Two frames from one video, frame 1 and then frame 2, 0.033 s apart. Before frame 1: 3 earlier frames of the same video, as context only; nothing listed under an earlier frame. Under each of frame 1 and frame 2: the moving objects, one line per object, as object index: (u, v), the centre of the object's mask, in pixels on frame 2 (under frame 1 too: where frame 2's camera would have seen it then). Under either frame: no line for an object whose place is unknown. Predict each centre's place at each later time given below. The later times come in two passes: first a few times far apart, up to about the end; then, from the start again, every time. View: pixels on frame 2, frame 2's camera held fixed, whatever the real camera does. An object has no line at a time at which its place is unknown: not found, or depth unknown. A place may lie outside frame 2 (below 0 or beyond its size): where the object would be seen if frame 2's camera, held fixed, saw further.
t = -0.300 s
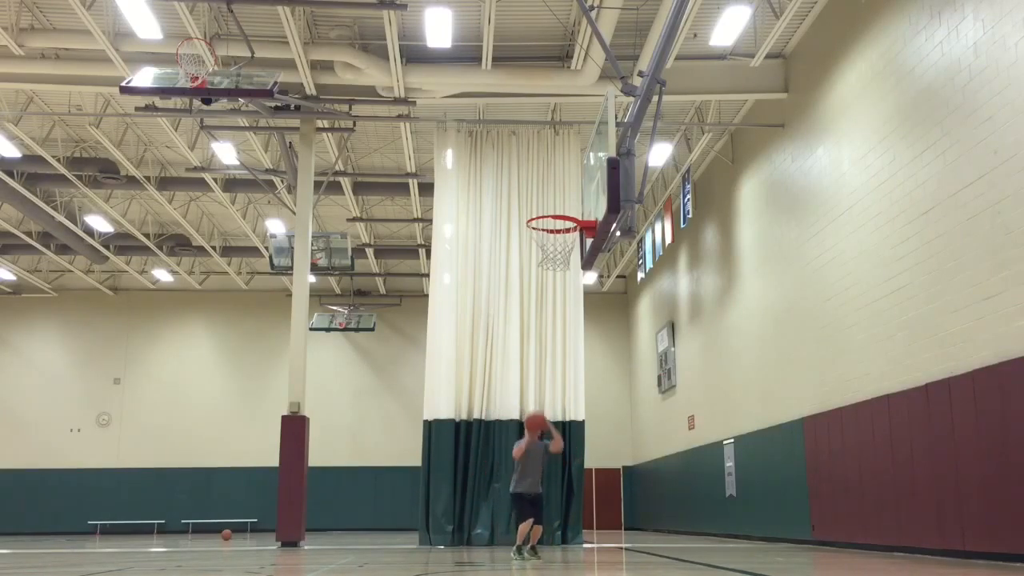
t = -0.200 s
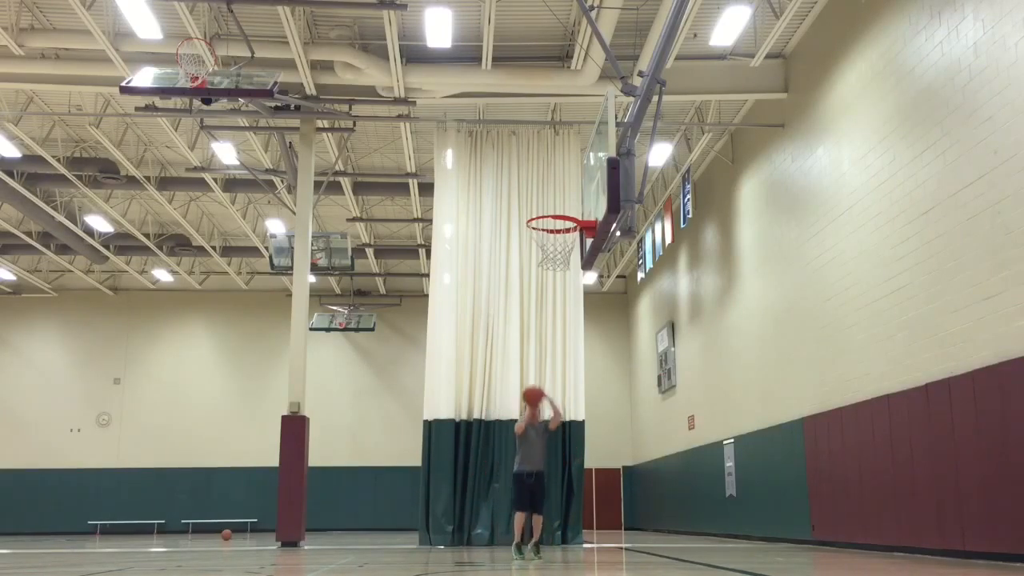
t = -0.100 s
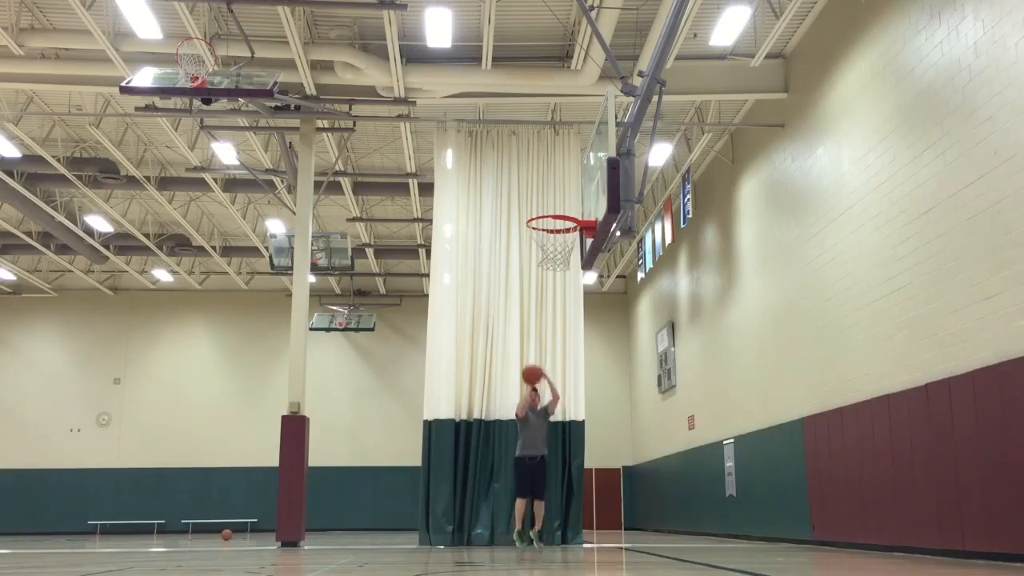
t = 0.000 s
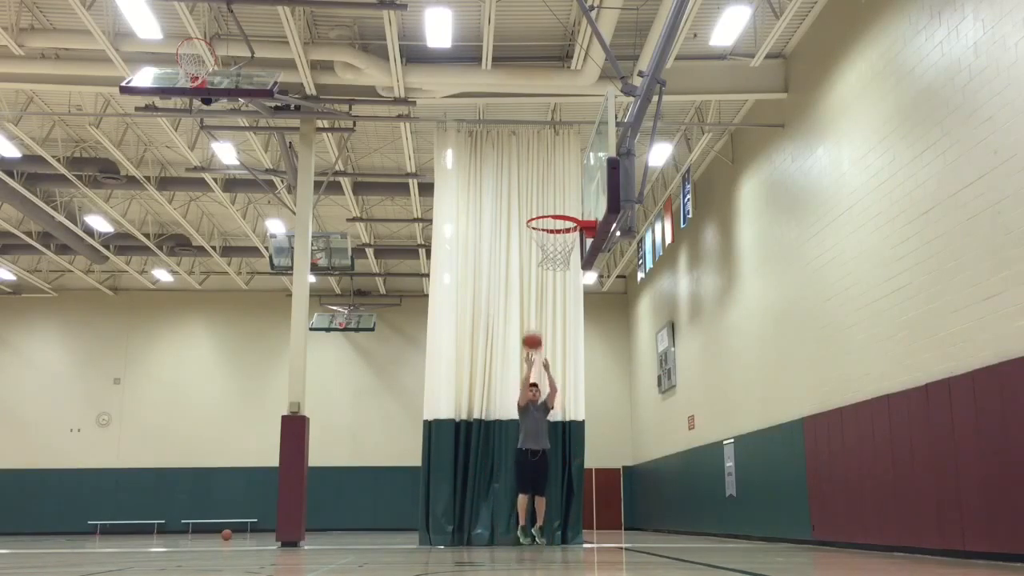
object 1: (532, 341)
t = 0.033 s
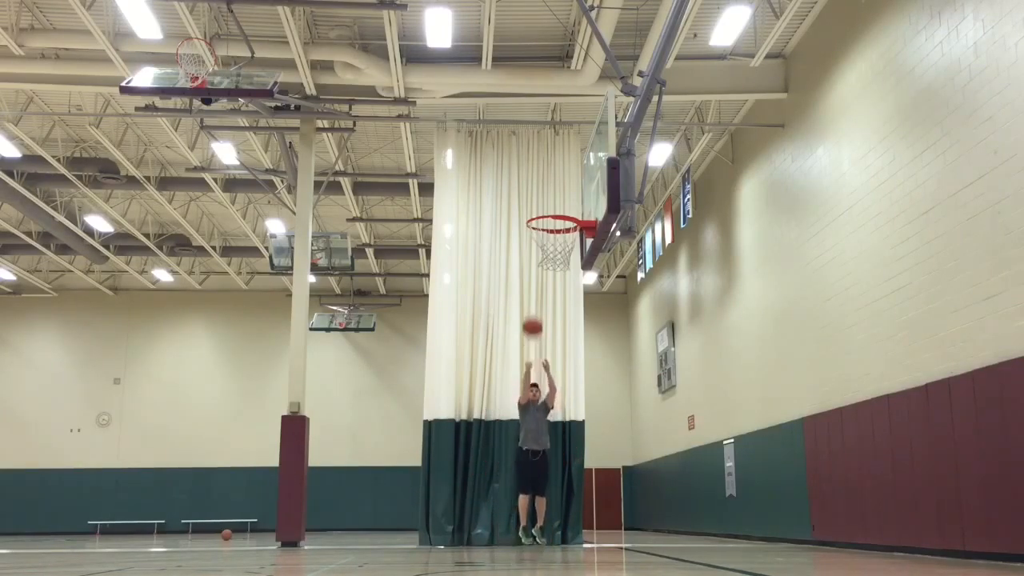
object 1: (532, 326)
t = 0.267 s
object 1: (532, 245)
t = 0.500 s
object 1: (541, 199)
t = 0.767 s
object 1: (548, 204)
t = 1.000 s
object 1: (555, 239)
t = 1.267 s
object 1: (565, 286)
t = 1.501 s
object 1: (575, 391)
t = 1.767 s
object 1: (586, 537)
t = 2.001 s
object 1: (587, 426)
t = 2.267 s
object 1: (590, 376)
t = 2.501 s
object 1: (594, 394)
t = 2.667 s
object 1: (598, 441)
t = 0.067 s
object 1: (533, 312)
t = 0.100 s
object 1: (533, 298)
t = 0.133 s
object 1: (533, 286)
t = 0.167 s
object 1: (534, 275)
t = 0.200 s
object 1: (533, 264)
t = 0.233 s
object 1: (533, 253)
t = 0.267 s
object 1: (532, 245)
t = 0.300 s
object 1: (536, 236)
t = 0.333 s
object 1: (537, 227)
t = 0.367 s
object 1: (538, 220)
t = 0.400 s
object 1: (539, 213)
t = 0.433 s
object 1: (539, 207)
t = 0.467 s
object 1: (540, 203)
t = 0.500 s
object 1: (541, 199)
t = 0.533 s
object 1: (541, 196)
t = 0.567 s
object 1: (543, 194)
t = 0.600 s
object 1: (543, 194)
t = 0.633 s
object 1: (544, 194)
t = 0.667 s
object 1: (545, 195)
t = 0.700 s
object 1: (546, 197)
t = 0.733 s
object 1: (547, 200)
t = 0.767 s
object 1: (548, 204)
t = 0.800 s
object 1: (548, 210)
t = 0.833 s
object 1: (549, 218)
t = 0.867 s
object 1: (550, 226)
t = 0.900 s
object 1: (551, 235)
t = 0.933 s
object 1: (553, 239)
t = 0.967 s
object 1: (555, 239)
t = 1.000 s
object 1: (555, 239)
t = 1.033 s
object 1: (557, 243)
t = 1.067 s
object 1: (558, 245)
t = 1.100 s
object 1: (559, 248)
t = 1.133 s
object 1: (561, 252)
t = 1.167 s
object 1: (562, 260)
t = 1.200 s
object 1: (563, 267)
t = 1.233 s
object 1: (564, 276)
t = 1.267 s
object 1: (565, 286)
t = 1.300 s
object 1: (567, 297)
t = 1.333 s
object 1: (568, 310)
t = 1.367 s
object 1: (569, 323)
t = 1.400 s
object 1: (570, 338)
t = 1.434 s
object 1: (572, 355)
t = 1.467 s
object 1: (573, 372)
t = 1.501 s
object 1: (575, 391)
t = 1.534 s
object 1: (576, 415)
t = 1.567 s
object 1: (578, 436)
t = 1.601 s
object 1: (579, 458)
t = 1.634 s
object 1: (580, 484)
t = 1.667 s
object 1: (581, 509)
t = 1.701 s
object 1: (584, 535)
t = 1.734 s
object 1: (586, 560)
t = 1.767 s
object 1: (586, 537)
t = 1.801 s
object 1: (584, 516)
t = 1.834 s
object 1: (585, 499)
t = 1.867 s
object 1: (586, 483)
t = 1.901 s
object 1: (587, 466)
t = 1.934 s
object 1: (586, 450)
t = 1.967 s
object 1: (587, 437)
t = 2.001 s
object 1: (587, 426)
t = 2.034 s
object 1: (587, 415)
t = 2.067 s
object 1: (588, 406)
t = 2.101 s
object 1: (588, 398)
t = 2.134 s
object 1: (588, 391)
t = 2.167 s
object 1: (589, 385)
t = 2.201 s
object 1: (589, 382)
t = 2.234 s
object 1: (590, 378)
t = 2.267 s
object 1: (590, 376)
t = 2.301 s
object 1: (591, 376)
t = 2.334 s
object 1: (591, 376)
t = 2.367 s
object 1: (592, 378)
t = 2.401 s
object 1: (592, 380)
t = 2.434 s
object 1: (593, 384)
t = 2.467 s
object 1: (594, 389)
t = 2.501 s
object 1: (594, 394)
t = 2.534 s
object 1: (595, 401)
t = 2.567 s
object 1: (595, 410)
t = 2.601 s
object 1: (596, 419)
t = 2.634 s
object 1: (598, 430)
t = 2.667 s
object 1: (598, 441)
